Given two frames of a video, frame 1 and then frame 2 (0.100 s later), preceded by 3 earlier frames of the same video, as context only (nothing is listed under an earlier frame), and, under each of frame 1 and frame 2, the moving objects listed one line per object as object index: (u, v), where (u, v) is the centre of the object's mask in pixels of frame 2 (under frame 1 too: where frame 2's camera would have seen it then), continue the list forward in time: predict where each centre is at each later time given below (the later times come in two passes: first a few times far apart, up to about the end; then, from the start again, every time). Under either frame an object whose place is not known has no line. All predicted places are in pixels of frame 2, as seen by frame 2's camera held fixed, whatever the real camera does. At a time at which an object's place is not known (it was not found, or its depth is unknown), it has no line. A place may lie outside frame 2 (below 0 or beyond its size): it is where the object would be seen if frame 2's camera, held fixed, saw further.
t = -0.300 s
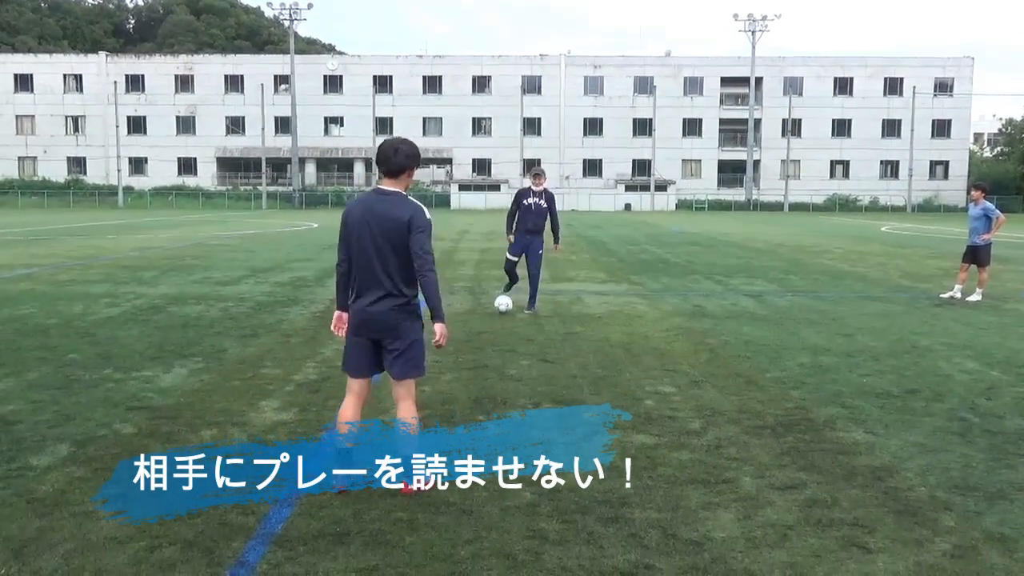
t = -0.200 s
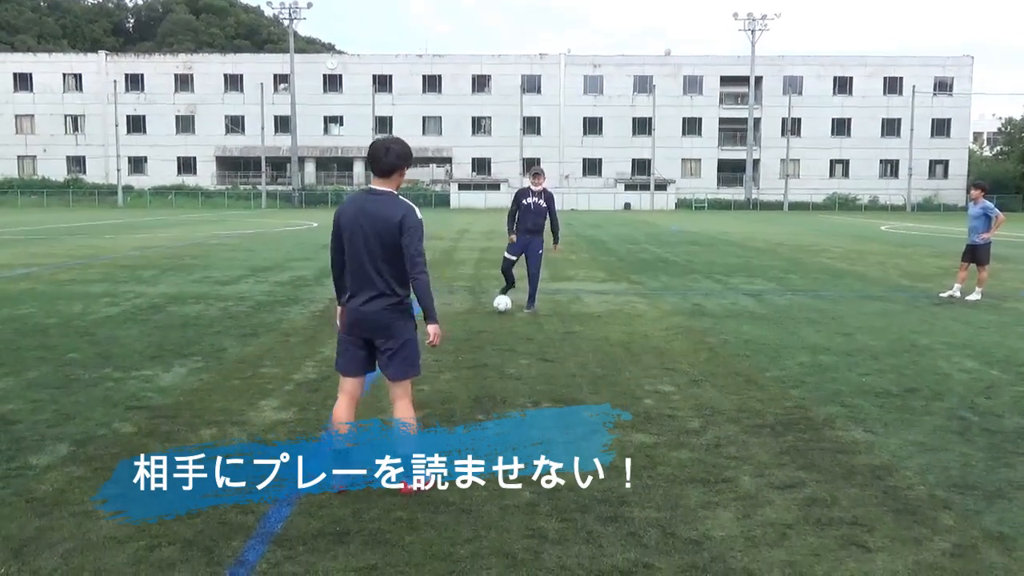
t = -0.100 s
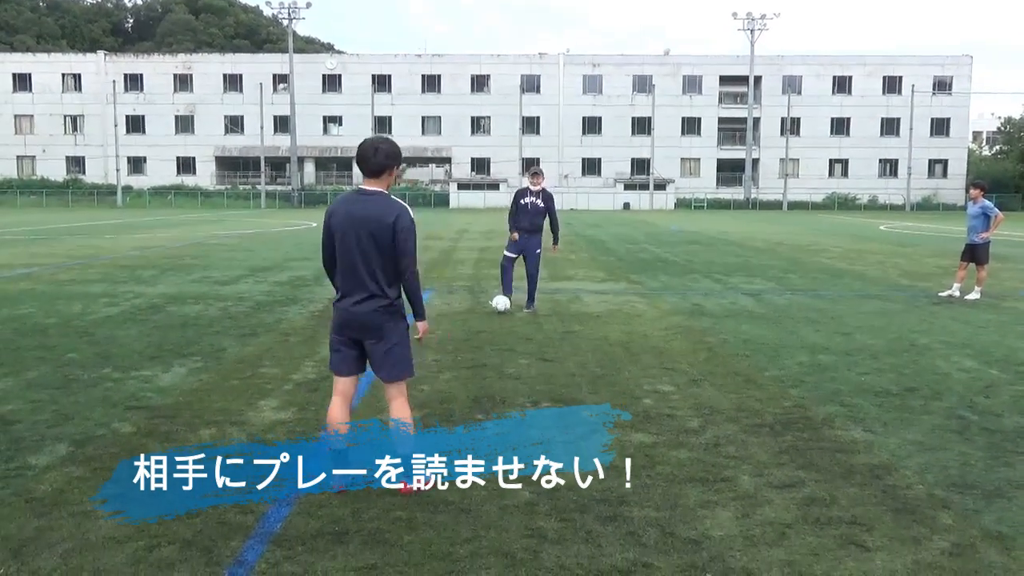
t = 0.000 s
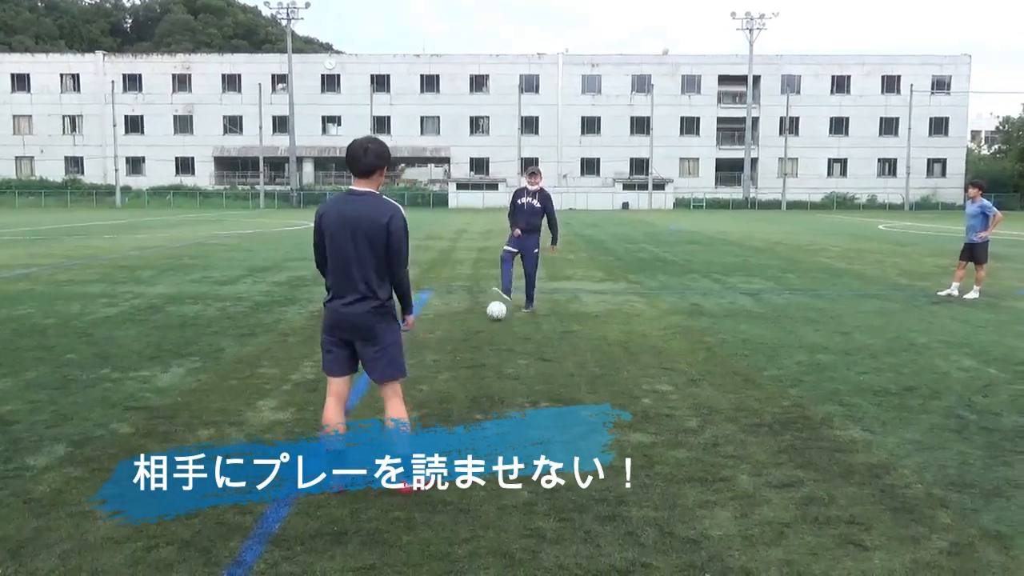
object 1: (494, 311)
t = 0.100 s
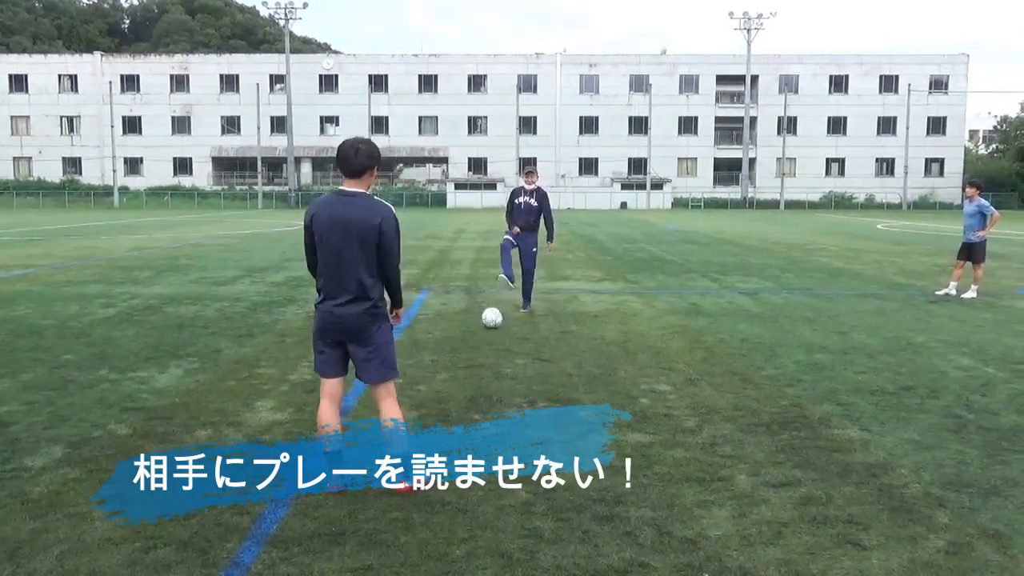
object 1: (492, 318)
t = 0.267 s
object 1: (487, 329)
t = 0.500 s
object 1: (481, 346)
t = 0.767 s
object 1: (477, 367)
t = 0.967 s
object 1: (476, 386)
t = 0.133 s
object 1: (491, 320)
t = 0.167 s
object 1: (490, 323)
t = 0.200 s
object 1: (488, 324)
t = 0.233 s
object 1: (487, 327)
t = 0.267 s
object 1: (487, 329)
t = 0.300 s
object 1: (485, 331)
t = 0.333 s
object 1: (485, 333)
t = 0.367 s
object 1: (484, 336)
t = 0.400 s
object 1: (483, 339)
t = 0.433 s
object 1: (483, 339)
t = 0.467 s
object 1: (482, 342)
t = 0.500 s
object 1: (481, 346)
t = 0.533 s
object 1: (481, 348)
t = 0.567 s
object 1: (480, 349)
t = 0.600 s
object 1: (479, 352)
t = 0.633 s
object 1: (479, 356)
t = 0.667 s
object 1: (479, 358)
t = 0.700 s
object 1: (478, 361)
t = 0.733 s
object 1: (477, 364)
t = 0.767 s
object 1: (477, 367)
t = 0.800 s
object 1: (477, 371)
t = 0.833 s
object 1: (477, 373)
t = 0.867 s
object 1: (476, 377)
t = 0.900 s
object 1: (476, 380)
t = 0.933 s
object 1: (476, 383)
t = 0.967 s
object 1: (476, 386)
